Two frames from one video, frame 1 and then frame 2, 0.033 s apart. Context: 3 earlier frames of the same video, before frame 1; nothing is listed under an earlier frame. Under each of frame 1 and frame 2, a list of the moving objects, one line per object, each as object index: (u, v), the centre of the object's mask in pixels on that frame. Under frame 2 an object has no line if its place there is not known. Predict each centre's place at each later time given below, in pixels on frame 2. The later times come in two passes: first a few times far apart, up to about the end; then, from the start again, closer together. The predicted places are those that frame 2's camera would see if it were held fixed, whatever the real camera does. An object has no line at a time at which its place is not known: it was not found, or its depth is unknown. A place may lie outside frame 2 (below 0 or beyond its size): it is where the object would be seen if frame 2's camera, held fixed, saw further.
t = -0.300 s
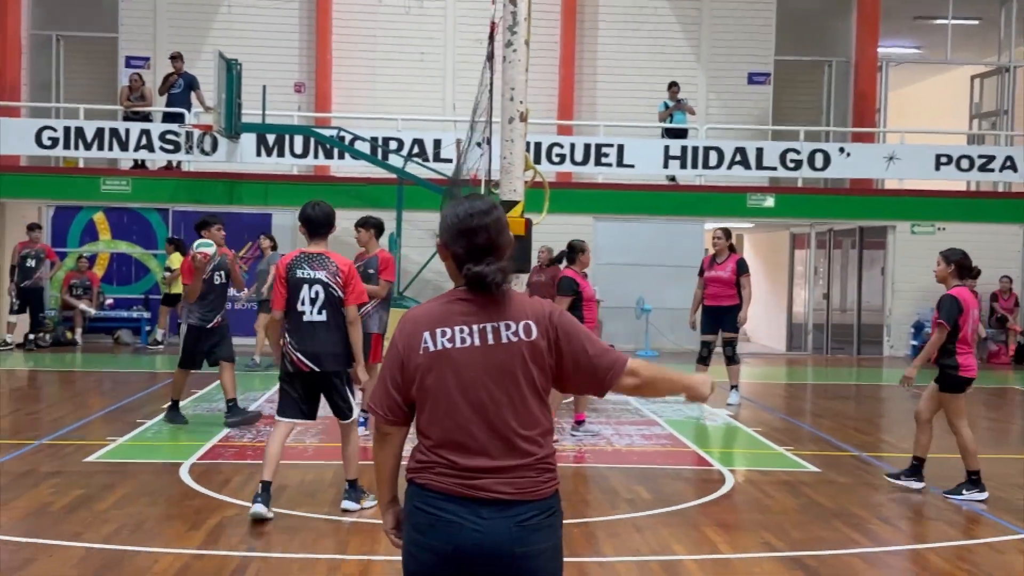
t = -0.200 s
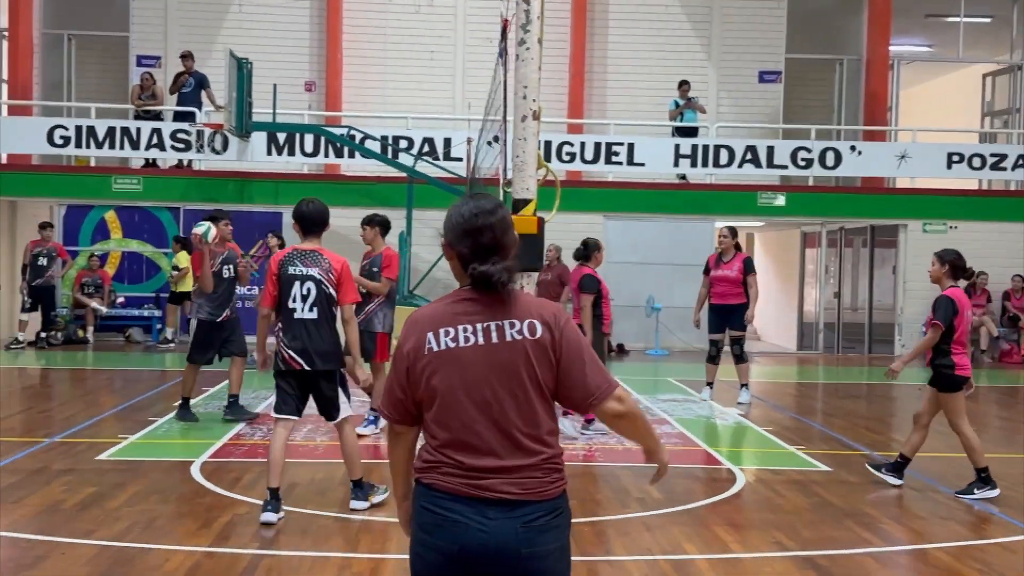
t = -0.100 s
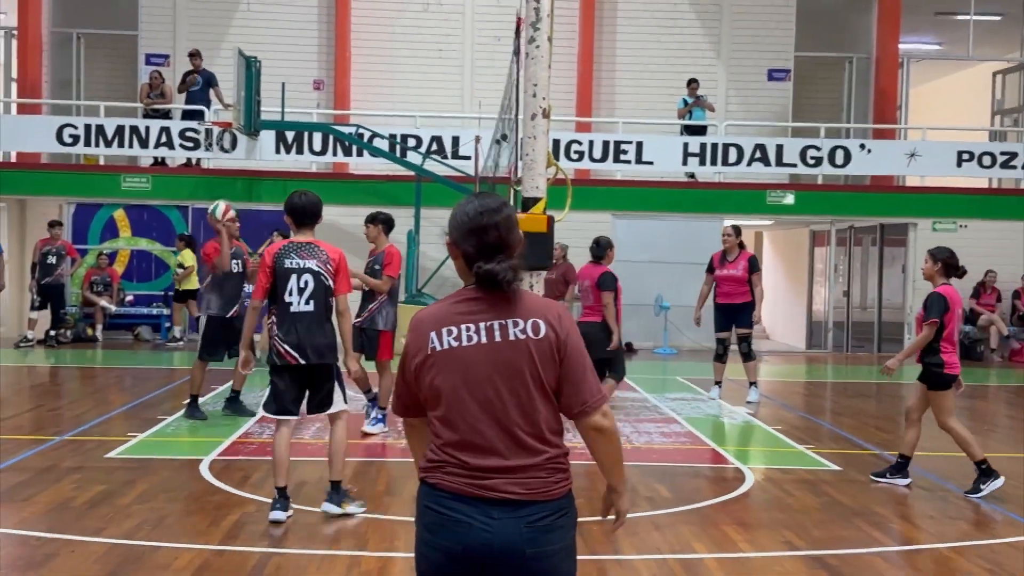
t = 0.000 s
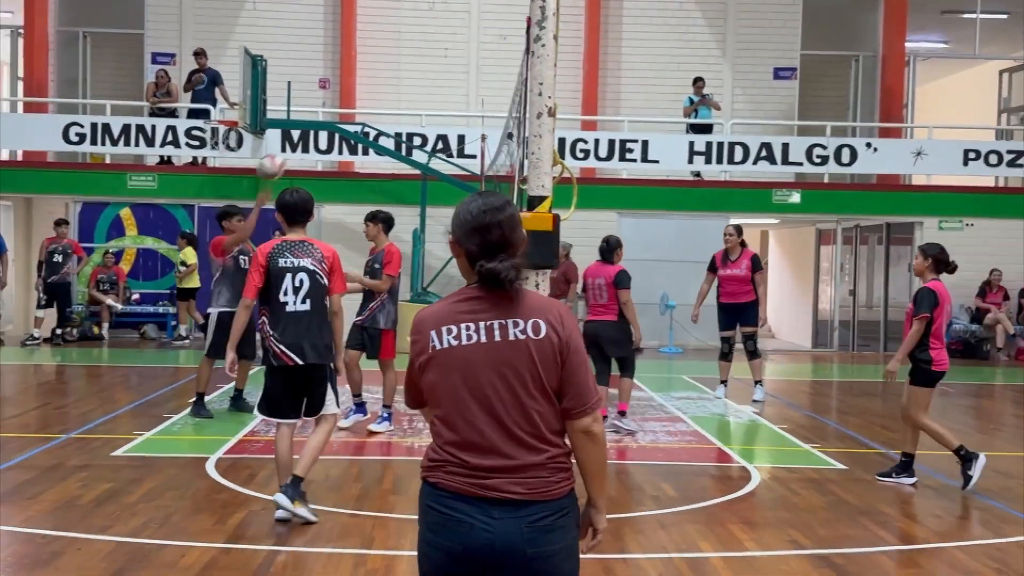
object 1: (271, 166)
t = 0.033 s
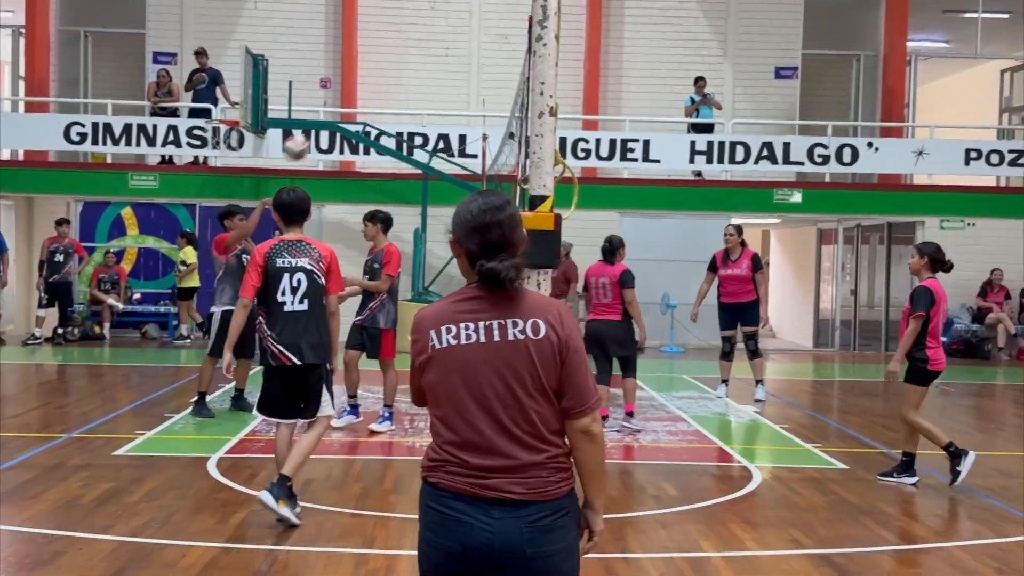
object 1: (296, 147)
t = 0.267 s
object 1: (455, 61)
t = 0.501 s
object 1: (608, 42)
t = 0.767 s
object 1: (770, 101)
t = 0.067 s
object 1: (320, 131)
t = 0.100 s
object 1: (343, 115)
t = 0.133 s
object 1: (366, 103)
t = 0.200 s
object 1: (412, 79)
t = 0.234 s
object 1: (434, 69)
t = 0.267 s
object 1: (455, 61)
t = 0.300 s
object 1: (477, 55)
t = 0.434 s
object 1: (567, 40)
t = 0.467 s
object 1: (587, 40)
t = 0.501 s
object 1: (608, 42)
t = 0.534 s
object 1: (629, 45)
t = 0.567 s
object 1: (650, 49)
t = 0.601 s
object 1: (669, 55)
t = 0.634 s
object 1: (689, 61)
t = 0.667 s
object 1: (710, 70)
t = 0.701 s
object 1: (730, 79)
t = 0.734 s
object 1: (750, 89)
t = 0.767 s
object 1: (770, 101)
